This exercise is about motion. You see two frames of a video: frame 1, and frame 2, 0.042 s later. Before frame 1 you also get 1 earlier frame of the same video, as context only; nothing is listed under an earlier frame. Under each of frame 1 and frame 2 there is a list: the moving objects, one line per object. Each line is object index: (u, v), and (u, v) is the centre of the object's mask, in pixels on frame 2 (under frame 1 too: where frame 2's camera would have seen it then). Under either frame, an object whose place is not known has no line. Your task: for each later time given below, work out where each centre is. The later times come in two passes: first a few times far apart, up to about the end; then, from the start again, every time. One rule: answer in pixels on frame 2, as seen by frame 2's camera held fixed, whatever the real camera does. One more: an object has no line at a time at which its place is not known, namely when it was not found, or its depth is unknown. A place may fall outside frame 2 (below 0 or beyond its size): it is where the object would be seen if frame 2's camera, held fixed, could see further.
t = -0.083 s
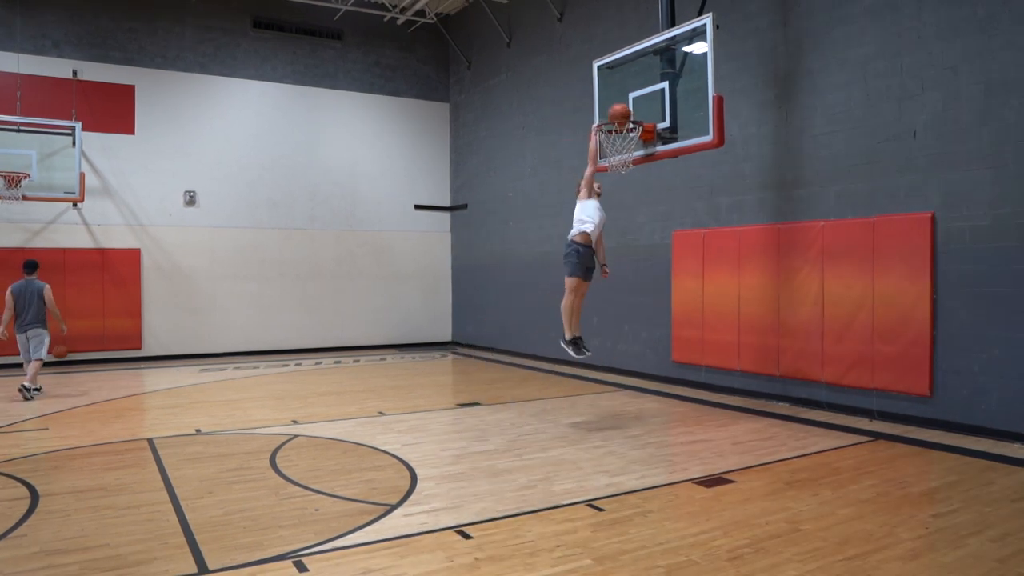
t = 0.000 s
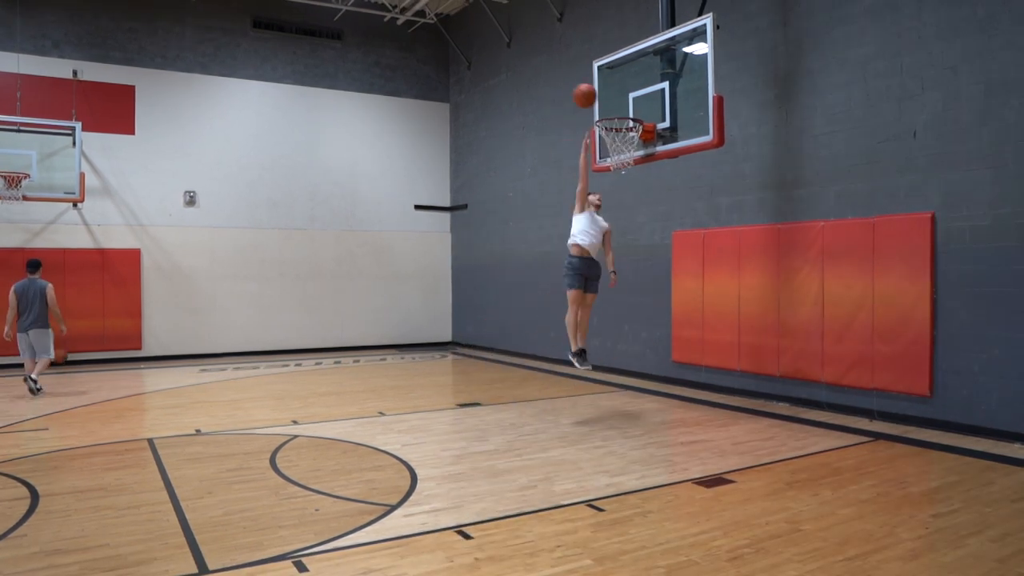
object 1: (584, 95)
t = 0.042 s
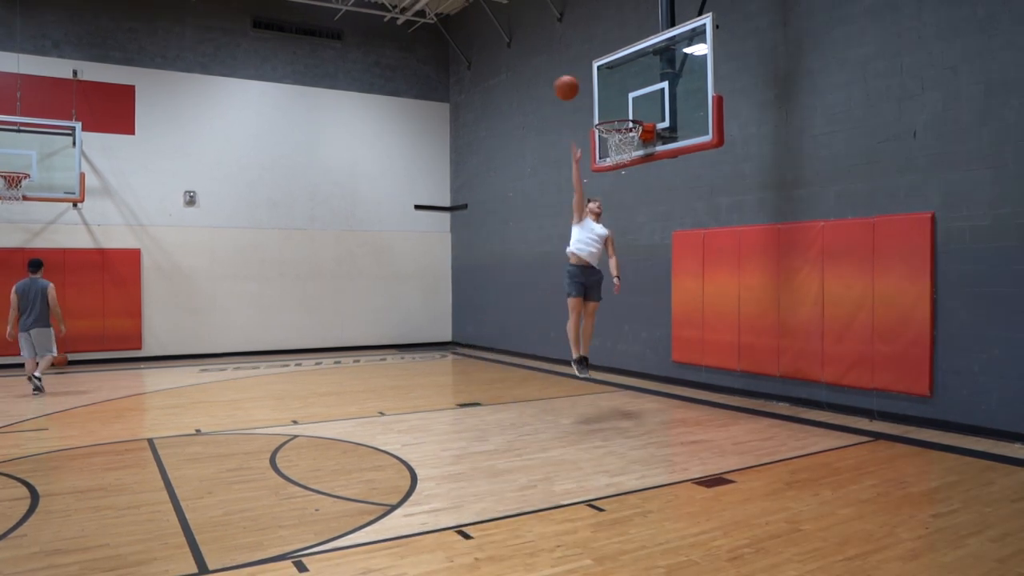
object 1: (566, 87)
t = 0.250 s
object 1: (467, 74)
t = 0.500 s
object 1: (327, 124)
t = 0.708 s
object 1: (193, 236)
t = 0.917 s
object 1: (43, 426)
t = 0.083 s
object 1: (547, 81)
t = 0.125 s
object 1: (528, 76)
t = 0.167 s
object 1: (508, 74)
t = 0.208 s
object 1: (488, 72)
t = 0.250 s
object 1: (467, 74)
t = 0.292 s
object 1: (445, 76)
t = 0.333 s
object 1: (423, 81)
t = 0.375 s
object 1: (400, 88)
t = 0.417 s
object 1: (376, 97)
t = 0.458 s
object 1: (352, 109)
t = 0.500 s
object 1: (327, 124)
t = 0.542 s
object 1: (301, 140)
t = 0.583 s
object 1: (275, 160)
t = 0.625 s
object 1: (248, 182)
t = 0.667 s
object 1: (221, 208)
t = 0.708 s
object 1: (193, 236)
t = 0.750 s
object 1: (164, 267)
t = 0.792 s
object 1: (134, 302)
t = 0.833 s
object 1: (104, 340)
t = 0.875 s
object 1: (75, 381)
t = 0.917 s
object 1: (43, 426)
